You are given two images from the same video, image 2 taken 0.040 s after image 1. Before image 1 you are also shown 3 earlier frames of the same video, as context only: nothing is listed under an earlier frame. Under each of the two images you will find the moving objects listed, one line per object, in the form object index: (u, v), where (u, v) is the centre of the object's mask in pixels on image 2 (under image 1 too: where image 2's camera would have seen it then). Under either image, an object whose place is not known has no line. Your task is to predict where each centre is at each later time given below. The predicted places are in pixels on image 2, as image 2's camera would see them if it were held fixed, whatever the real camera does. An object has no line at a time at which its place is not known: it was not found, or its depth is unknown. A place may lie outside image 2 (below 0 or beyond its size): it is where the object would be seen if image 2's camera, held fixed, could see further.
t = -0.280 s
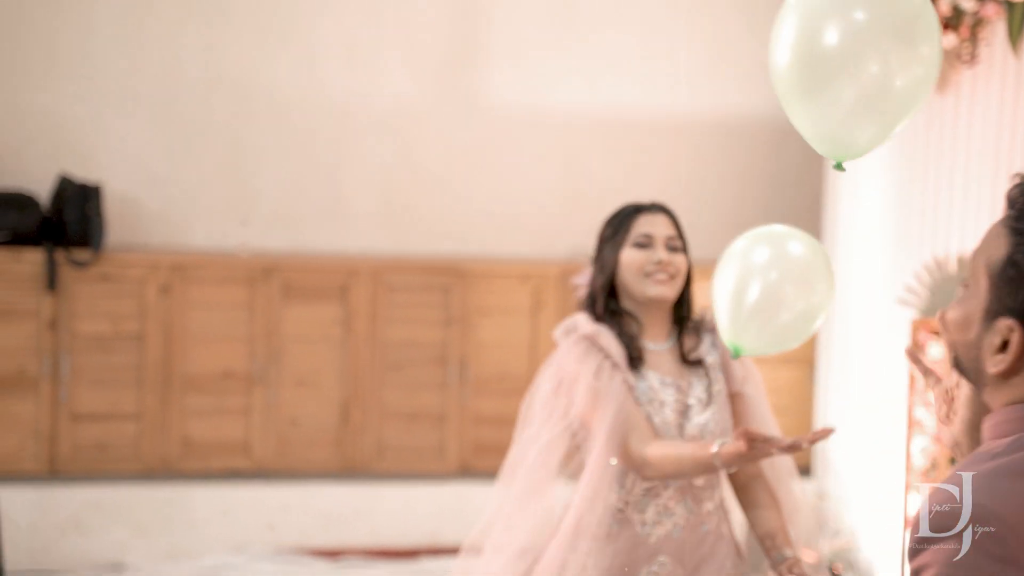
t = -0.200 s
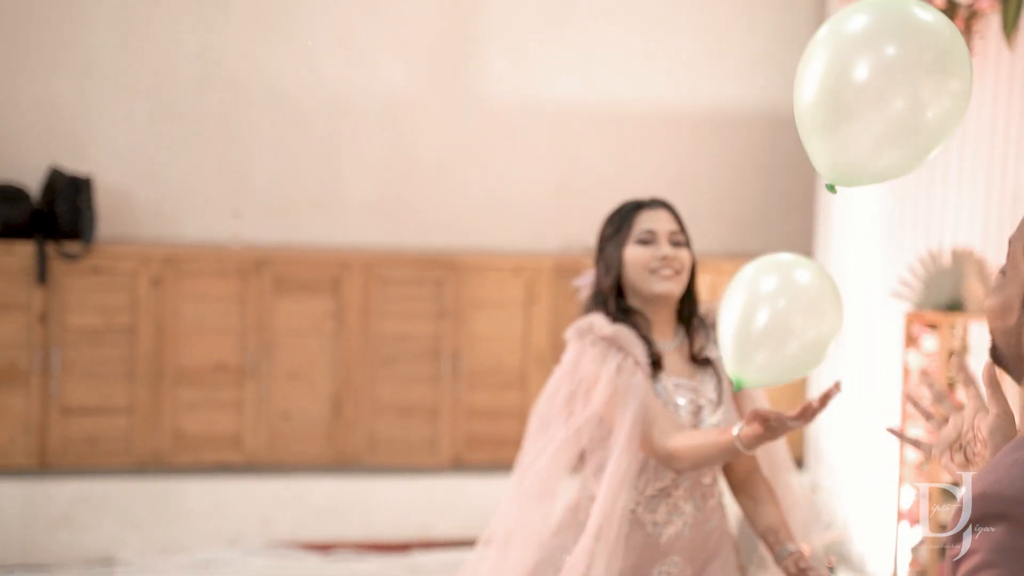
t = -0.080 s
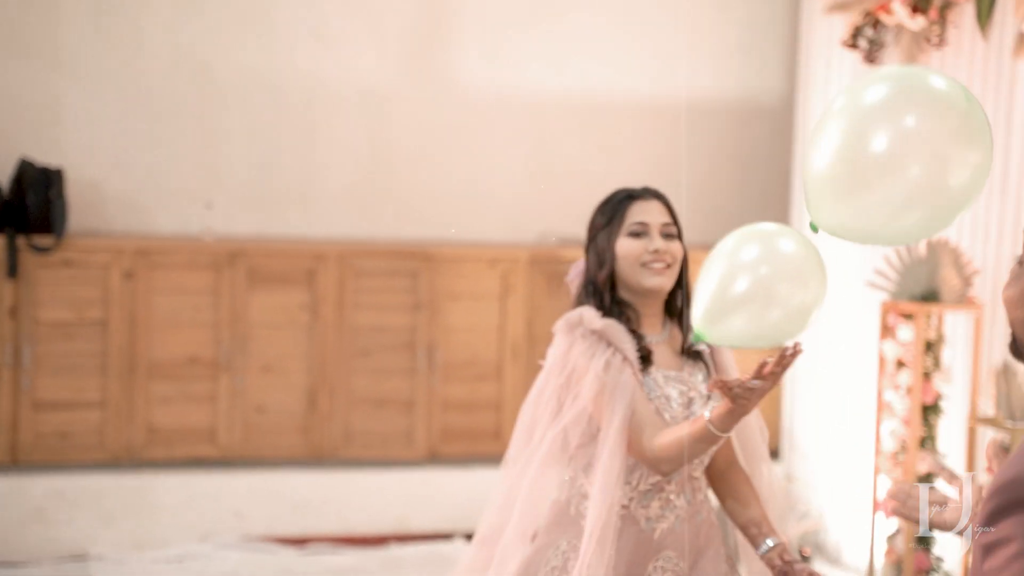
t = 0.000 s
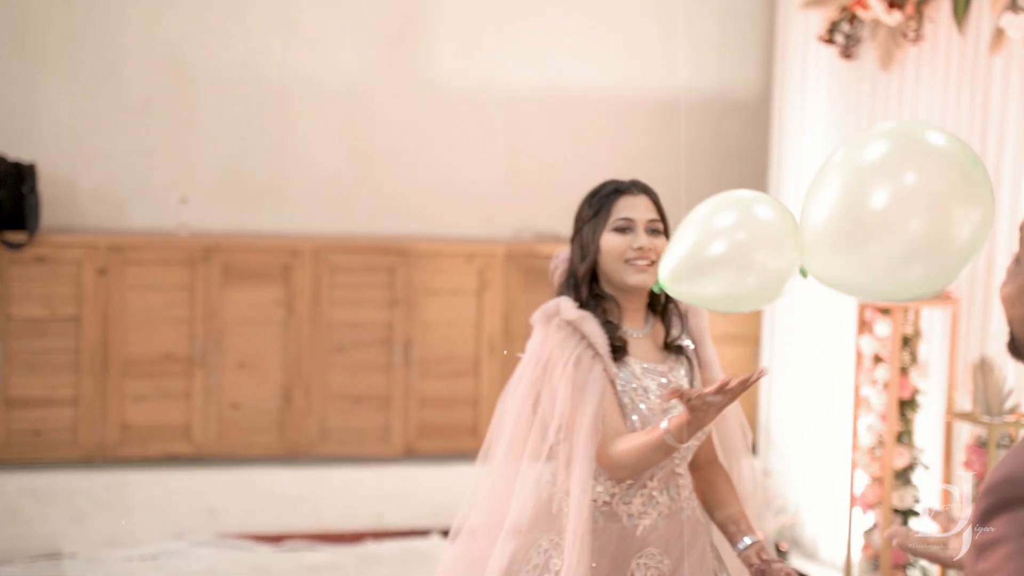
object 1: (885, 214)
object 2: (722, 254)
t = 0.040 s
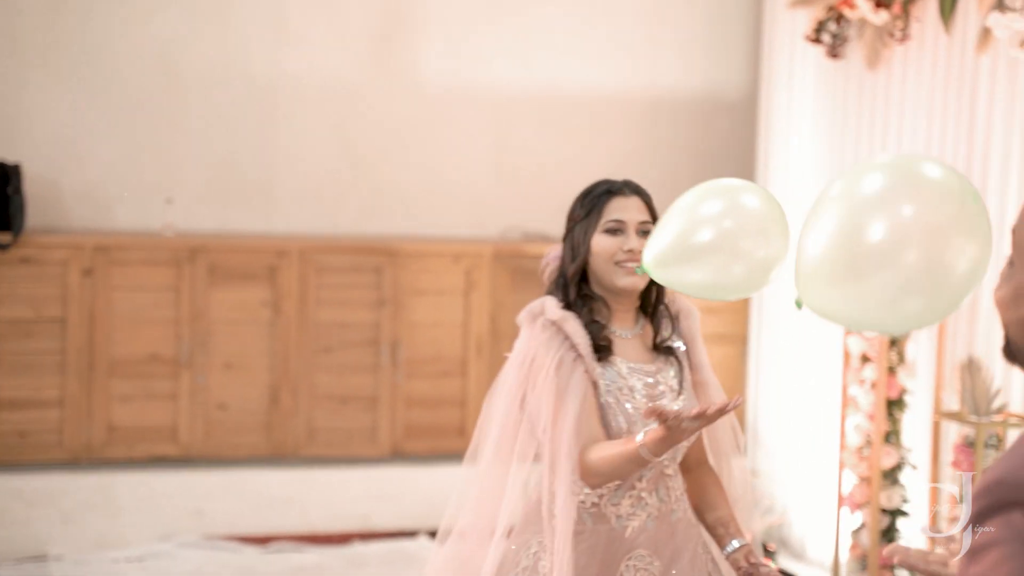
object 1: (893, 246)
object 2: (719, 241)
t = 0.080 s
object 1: (900, 280)
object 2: (715, 230)
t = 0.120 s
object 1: (905, 316)
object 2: (712, 222)
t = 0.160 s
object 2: (709, 214)
